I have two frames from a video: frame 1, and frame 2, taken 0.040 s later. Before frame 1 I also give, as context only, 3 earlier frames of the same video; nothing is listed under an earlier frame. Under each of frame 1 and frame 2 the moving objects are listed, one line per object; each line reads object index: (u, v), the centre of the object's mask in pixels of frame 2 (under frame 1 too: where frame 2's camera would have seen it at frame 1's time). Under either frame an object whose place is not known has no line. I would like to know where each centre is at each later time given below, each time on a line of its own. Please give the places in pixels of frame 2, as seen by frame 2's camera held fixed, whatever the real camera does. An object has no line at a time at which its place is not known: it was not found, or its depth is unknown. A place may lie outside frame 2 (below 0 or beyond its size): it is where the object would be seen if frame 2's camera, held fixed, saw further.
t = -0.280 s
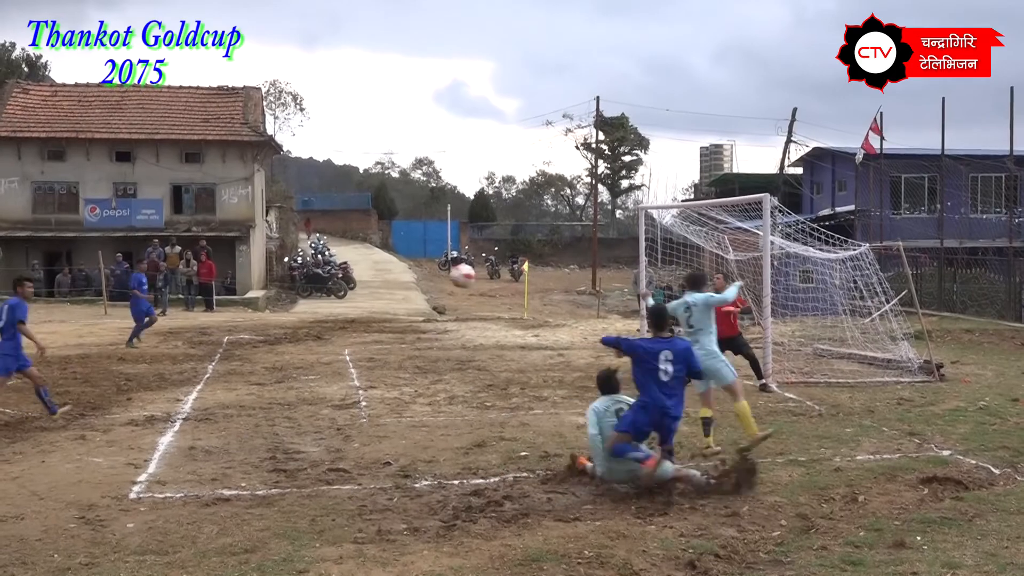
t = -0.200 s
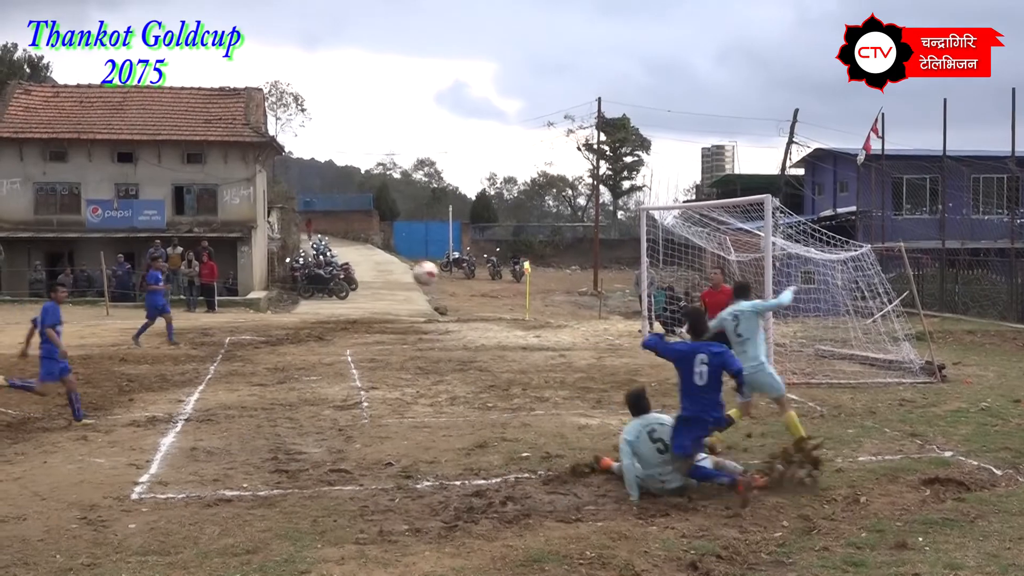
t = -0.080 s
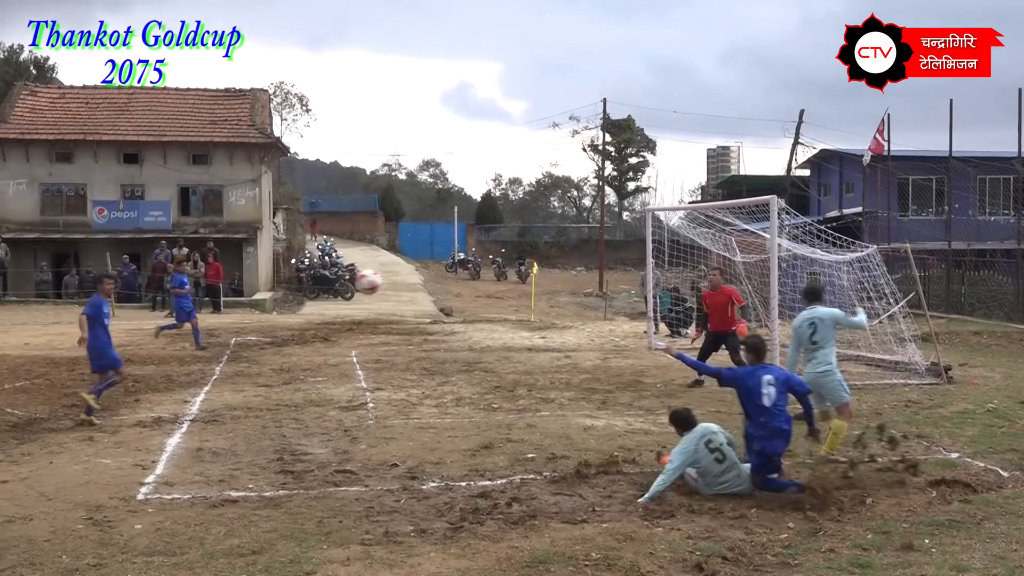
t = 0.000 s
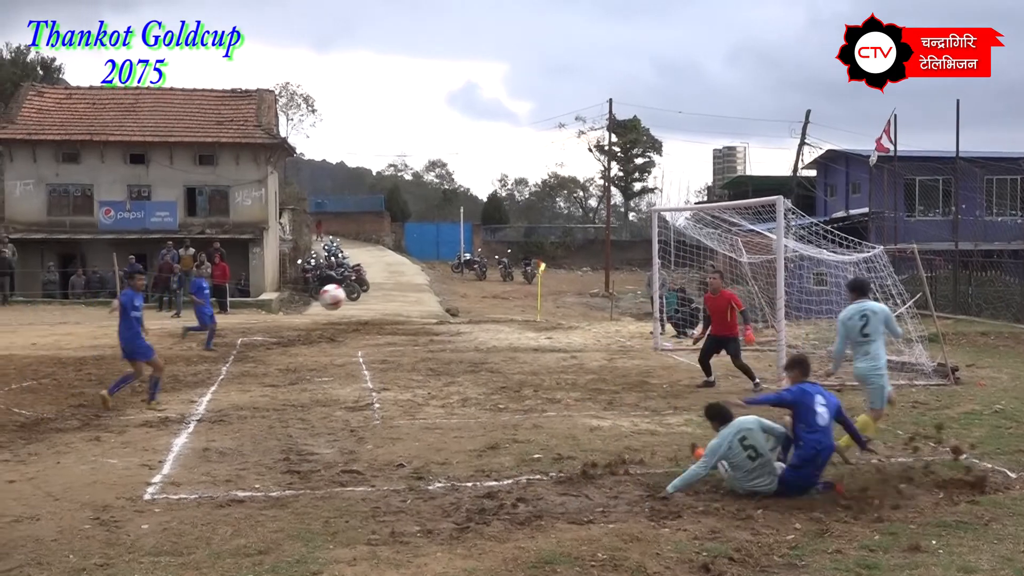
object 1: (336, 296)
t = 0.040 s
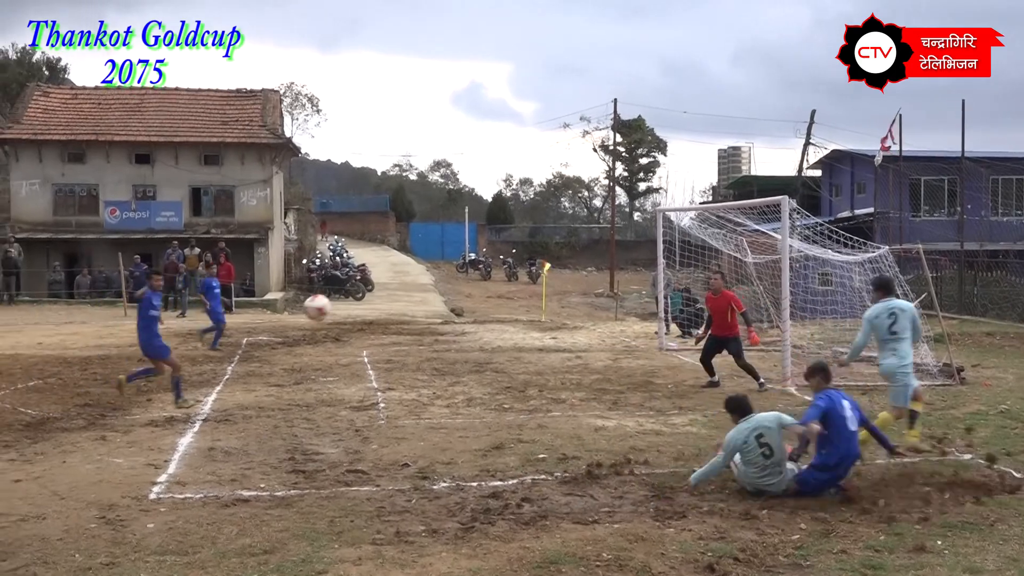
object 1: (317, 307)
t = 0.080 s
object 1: (295, 318)
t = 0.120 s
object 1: (276, 333)
